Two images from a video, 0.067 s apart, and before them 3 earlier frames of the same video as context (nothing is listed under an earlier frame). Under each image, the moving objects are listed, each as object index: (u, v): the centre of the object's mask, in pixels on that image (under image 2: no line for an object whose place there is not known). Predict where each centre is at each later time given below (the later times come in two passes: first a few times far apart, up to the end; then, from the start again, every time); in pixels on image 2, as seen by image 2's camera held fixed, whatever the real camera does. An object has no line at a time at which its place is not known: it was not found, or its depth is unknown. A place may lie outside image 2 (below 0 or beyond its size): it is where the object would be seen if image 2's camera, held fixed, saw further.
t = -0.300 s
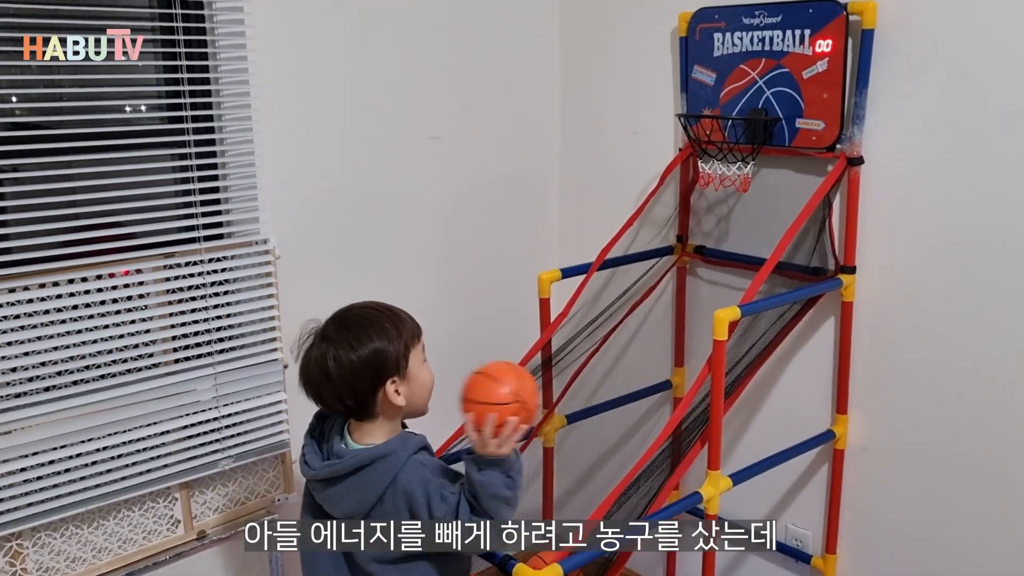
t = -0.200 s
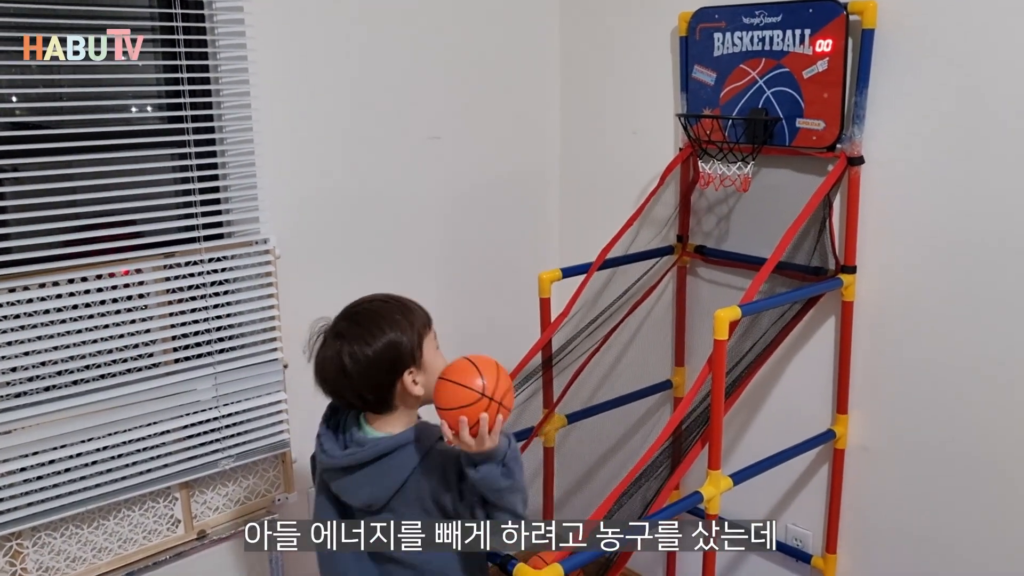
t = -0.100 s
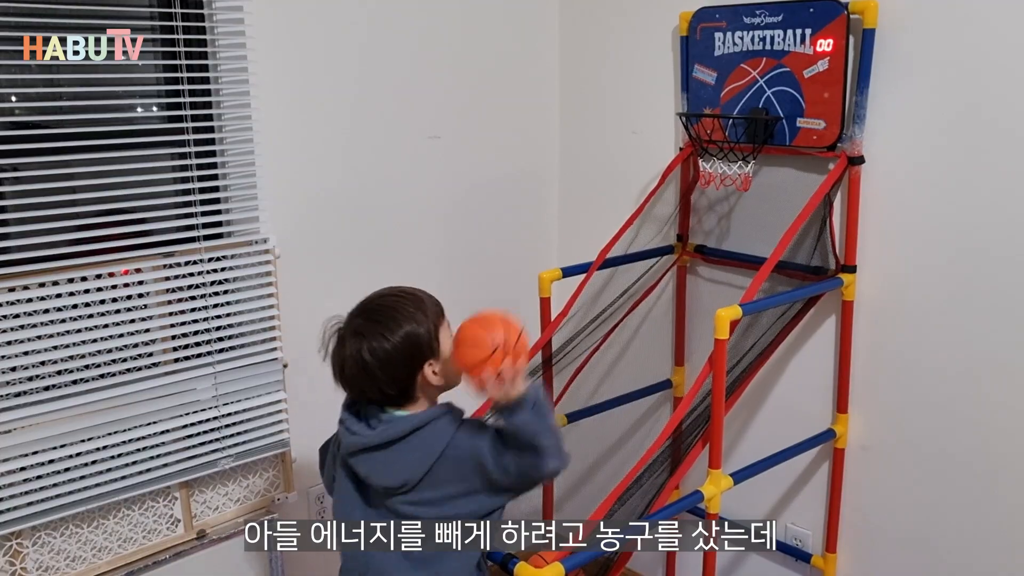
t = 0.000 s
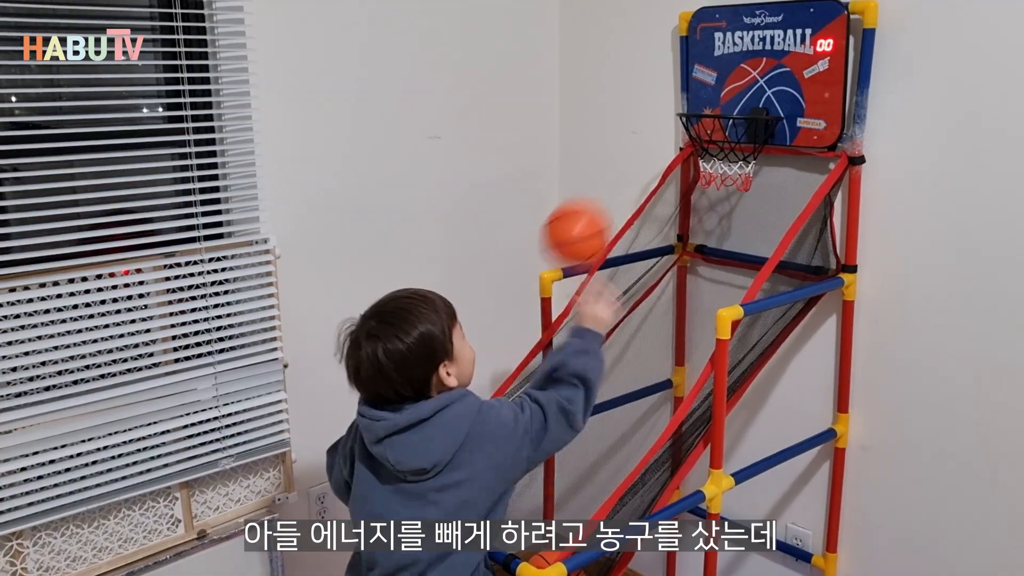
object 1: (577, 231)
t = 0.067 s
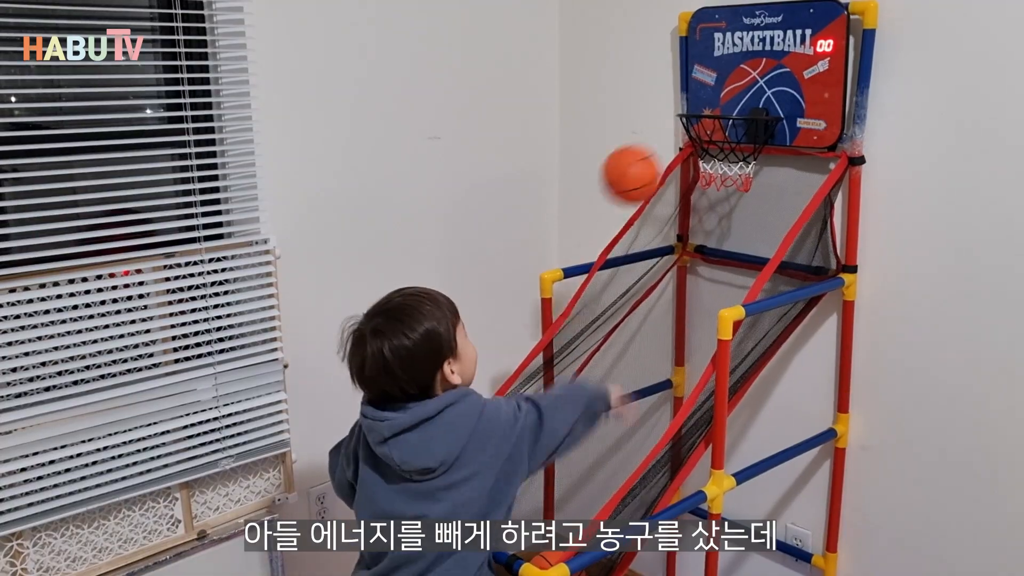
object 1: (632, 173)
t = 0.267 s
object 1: (614, 215)
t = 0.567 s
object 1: (416, 223)
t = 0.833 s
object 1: (261, 475)
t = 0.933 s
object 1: (237, 563)
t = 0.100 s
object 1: (653, 156)
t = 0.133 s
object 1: (671, 148)
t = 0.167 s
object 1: (672, 154)
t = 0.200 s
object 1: (651, 171)
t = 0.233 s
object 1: (632, 191)
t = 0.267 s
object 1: (614, 215)
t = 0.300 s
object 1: (594, 236)
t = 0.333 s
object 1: (574, 218)
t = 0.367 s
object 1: (552, 204)
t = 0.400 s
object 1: (529, 196)
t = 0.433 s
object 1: (507, 192)
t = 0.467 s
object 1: (484, 193)
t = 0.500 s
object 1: (462, 198)
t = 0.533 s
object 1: (439, 208)
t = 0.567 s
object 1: (416, 223)
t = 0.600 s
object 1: (392, 244)
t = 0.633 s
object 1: (369, 270)
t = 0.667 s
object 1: (346, 301)
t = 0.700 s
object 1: (323, 339)
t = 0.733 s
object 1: (302, 381)
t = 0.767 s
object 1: (282, 428)
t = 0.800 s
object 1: (269, 453)
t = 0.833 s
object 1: (261, 475)
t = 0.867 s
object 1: (252, 501)
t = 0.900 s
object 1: (237, 538)
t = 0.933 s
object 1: (237, 563)
